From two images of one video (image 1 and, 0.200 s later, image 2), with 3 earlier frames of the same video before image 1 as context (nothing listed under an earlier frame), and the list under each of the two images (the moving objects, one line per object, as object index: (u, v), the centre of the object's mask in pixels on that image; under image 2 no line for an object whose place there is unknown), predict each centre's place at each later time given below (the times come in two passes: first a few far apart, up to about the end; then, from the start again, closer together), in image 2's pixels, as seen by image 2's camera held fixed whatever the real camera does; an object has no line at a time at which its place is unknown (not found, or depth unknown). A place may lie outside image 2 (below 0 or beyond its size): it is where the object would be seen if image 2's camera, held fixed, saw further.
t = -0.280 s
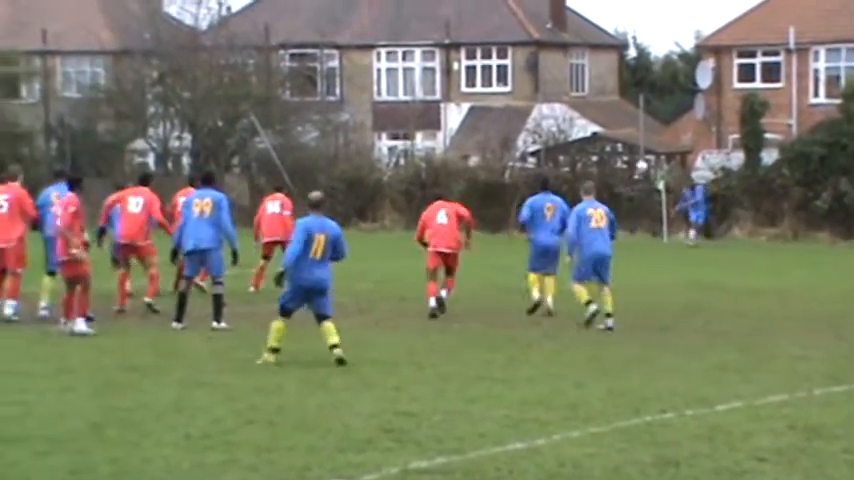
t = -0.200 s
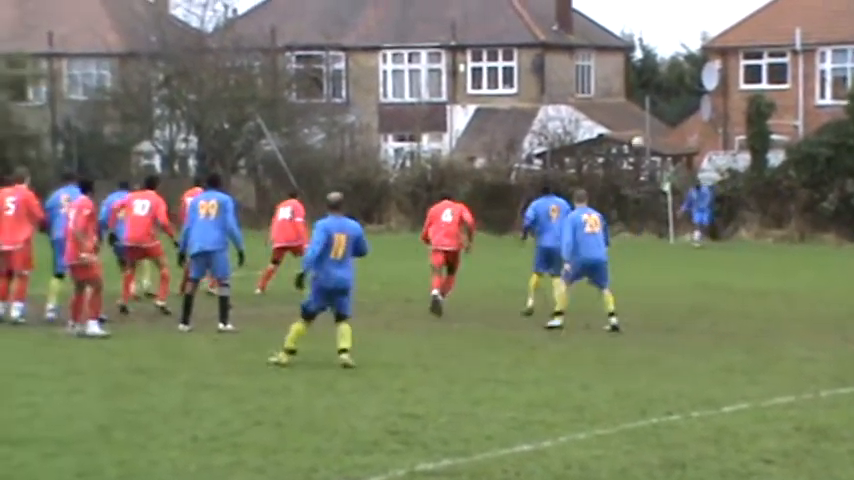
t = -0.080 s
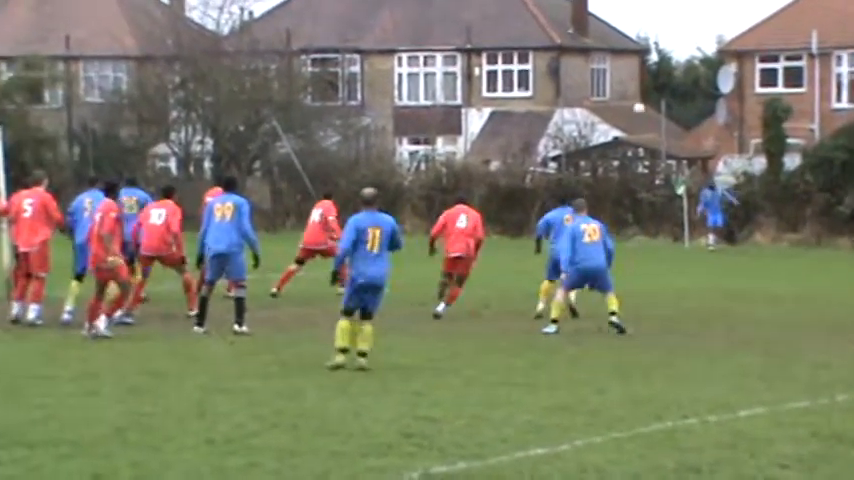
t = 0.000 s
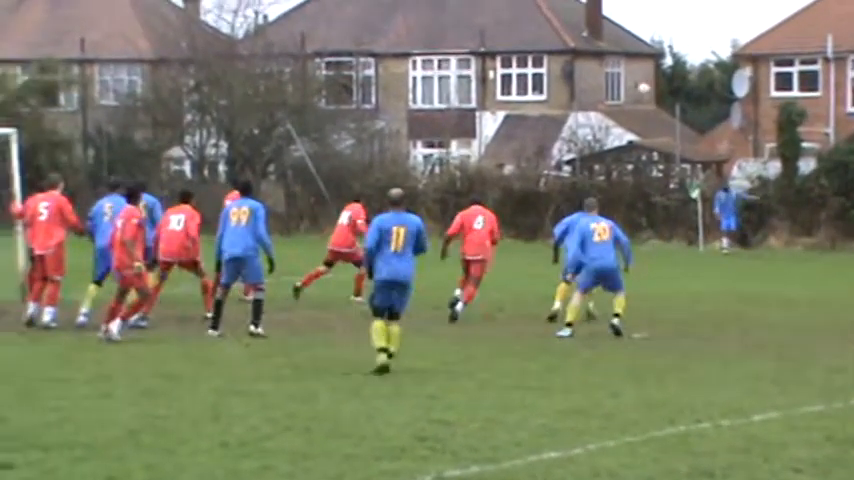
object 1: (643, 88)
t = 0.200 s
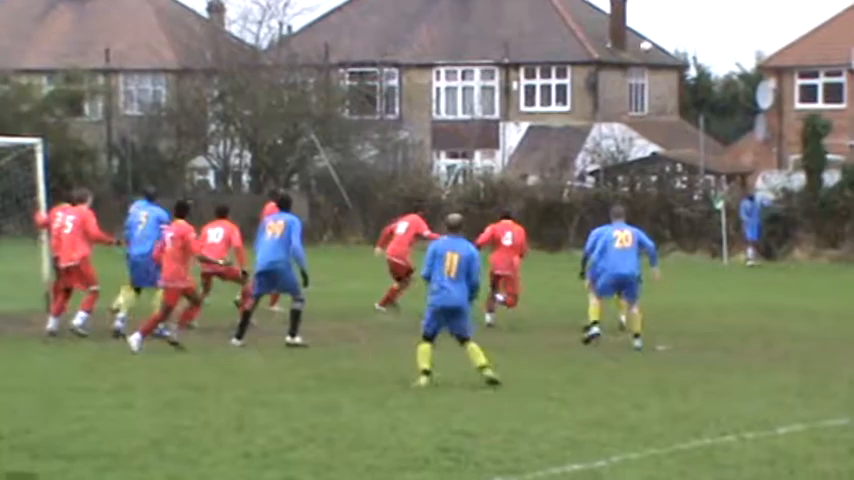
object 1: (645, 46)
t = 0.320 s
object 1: (632, 23)
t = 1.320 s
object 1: (540, 4)
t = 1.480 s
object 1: (526, 49)
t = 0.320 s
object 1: (632, 23)
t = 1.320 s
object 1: (540, 4)
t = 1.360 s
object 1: (537, 11)
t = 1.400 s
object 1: (534, 25)
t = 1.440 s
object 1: (531, 38)
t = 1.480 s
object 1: (526, 49)
